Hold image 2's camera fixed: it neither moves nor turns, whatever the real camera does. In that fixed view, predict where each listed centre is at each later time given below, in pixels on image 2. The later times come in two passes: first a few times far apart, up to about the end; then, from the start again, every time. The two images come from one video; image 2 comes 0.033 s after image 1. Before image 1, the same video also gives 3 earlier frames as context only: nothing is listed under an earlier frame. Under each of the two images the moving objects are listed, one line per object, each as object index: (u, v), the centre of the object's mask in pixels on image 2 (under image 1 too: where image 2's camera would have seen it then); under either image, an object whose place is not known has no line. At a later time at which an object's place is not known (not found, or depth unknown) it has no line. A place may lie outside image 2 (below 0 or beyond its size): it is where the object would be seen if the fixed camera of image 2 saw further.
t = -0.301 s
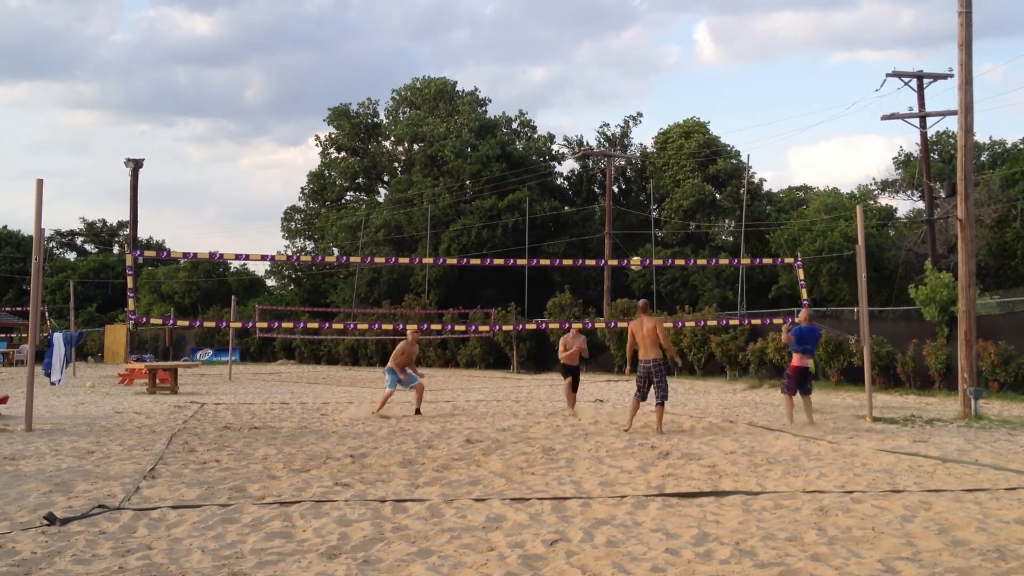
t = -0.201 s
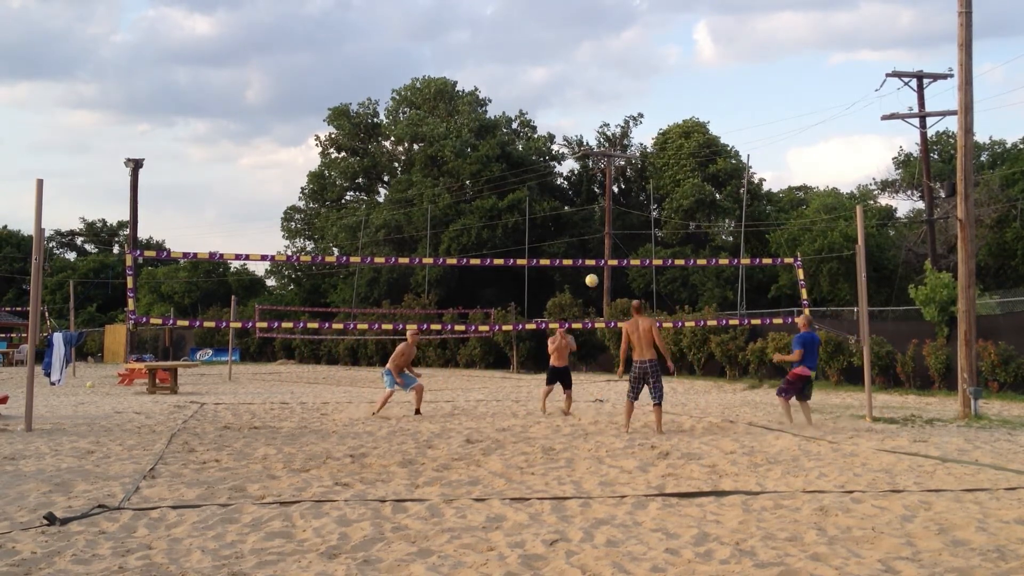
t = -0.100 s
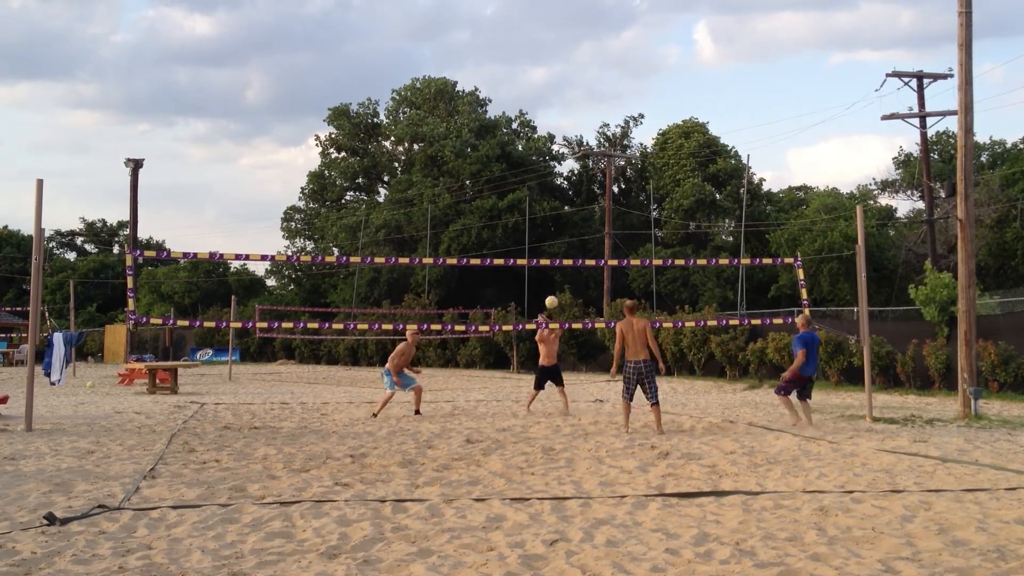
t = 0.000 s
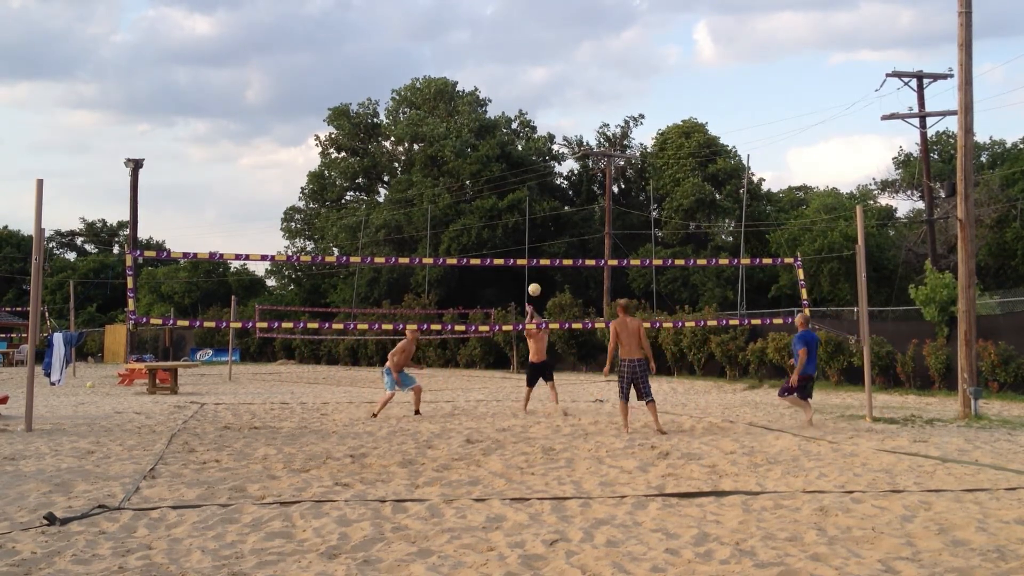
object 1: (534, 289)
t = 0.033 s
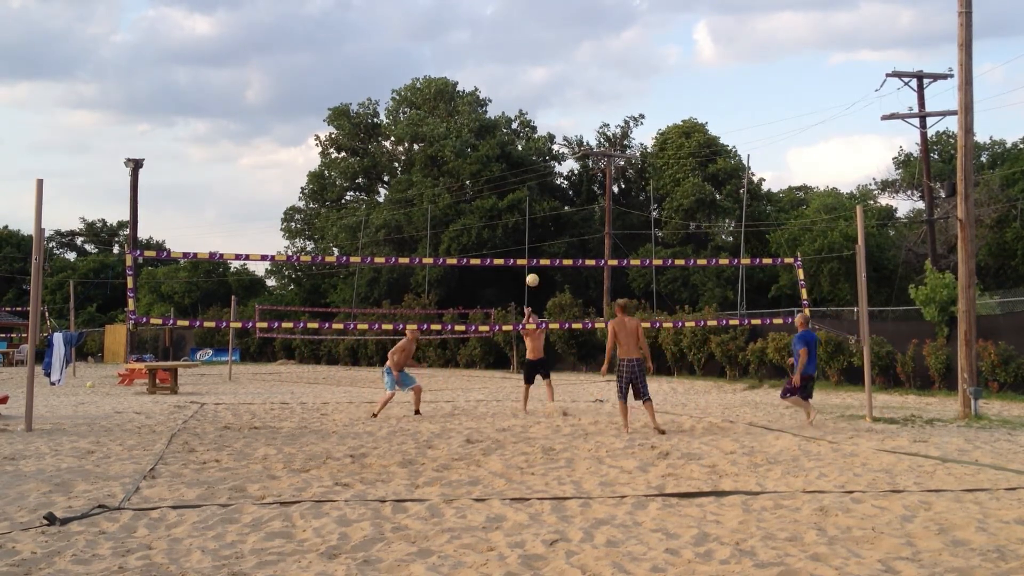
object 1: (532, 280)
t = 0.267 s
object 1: (519, 231)
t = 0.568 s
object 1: (501, 214)
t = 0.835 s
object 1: (484, 243)
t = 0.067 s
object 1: (530, 271)
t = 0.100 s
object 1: (528, 267)
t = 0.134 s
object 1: (527, 255)
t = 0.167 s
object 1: (525, 248)
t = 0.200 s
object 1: (523, 242)
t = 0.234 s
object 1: (521, 236)
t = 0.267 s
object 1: (519, 231)
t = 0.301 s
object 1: (517, 227)
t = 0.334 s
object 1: (515, 223)
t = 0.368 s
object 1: (513, 220)
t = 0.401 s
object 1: (511, 217)
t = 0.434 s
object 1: (509, 215)
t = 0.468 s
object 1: (507, 214)
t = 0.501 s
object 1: (505, 213)
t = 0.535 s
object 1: (502, 213)
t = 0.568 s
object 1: (501, 214)
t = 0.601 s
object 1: (498, 215)
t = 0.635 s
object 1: (496, 217)
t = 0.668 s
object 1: (494, 219)
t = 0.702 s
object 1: (492, 223)
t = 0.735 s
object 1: (490, 227)
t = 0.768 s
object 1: (488, 231)
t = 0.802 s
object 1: (486, 237)
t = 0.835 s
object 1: (484, 243)
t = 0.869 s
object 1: (481, 249)
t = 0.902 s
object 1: (479, 255)
